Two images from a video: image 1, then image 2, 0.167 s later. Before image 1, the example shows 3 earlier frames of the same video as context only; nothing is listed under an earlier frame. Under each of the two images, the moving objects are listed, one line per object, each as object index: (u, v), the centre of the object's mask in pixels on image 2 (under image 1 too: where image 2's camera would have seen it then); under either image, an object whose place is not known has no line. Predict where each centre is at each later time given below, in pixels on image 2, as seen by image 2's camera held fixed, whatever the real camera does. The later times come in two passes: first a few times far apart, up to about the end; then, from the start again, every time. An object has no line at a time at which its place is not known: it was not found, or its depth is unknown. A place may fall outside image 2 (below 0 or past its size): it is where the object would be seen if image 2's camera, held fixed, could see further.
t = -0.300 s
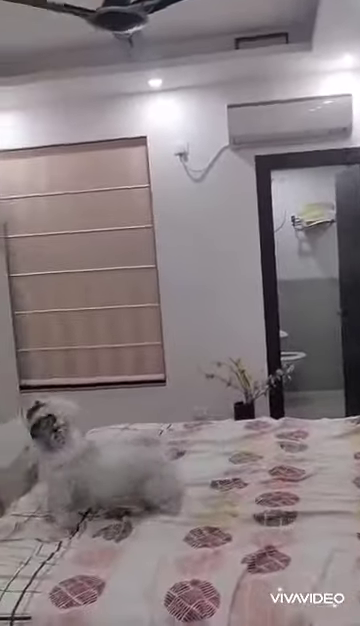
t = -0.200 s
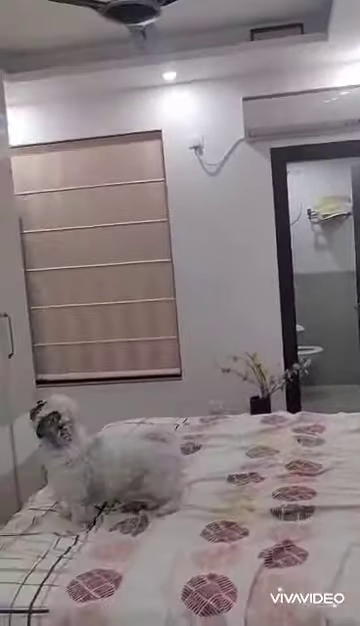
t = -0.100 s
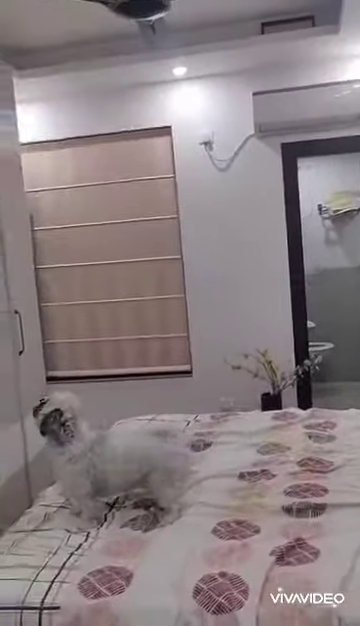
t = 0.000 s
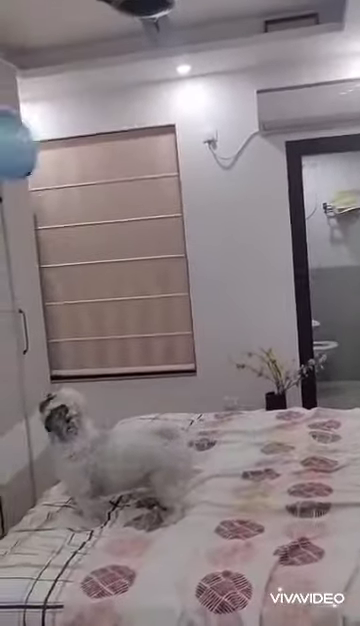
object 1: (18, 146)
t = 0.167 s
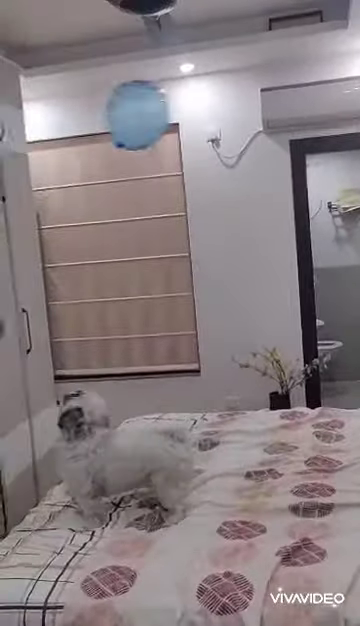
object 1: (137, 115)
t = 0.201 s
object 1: (156, 116)
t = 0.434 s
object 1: (214, 146)
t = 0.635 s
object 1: (235, 167)
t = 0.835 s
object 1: (254, 194)
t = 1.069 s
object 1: (283, 243)
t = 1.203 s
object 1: (295, 278)
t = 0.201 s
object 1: (156, 116)
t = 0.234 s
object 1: (171, 118)
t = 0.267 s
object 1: (184, 122)
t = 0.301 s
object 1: (193, 127)
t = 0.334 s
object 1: (201, 132)
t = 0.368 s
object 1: (207, 137)
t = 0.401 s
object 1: (211, 142)
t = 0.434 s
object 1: (214, 146)
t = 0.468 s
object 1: (217, 150)
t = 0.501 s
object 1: (221, 153)
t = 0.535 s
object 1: (223, 158)
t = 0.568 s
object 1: (226, 161)
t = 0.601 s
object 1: (229, 164)
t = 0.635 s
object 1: (235, 167)
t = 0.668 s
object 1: (238, 171)
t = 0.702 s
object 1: (243, 174)
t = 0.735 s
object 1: (246, 179)
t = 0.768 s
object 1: (249, 183)
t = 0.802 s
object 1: (251, 189)
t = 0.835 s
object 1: (254, 194)
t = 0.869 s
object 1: (258, 200)
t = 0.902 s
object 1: (261, 207)
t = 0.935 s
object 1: (265, 213)
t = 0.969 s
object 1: (269, 220)
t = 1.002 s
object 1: (277, 226)
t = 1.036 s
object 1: (280, 234)
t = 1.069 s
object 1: (283, 243)
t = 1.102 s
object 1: (286, 251)
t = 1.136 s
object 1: (290, 260)
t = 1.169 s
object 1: (292, 269)
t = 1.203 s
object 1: (295, 278)
